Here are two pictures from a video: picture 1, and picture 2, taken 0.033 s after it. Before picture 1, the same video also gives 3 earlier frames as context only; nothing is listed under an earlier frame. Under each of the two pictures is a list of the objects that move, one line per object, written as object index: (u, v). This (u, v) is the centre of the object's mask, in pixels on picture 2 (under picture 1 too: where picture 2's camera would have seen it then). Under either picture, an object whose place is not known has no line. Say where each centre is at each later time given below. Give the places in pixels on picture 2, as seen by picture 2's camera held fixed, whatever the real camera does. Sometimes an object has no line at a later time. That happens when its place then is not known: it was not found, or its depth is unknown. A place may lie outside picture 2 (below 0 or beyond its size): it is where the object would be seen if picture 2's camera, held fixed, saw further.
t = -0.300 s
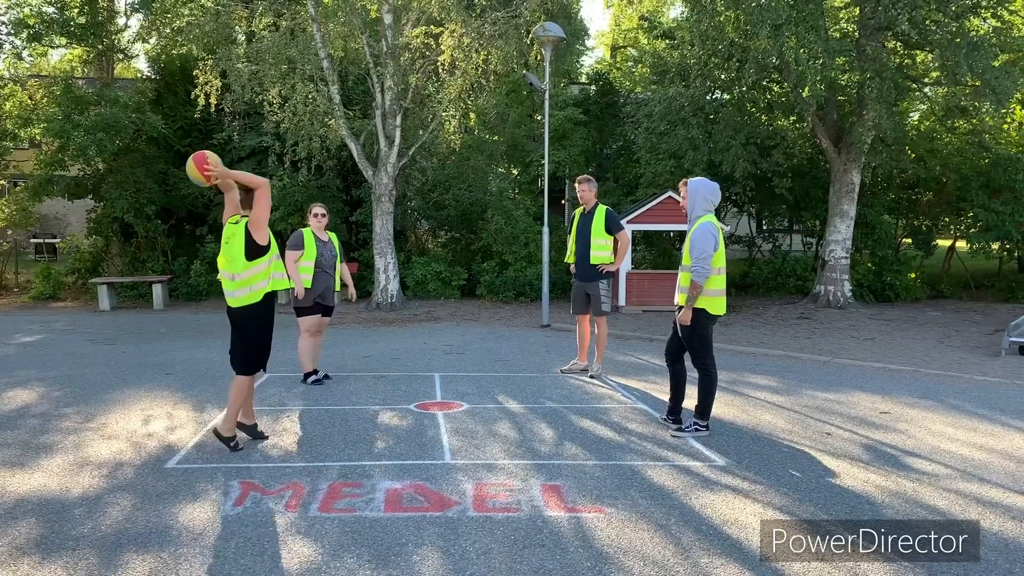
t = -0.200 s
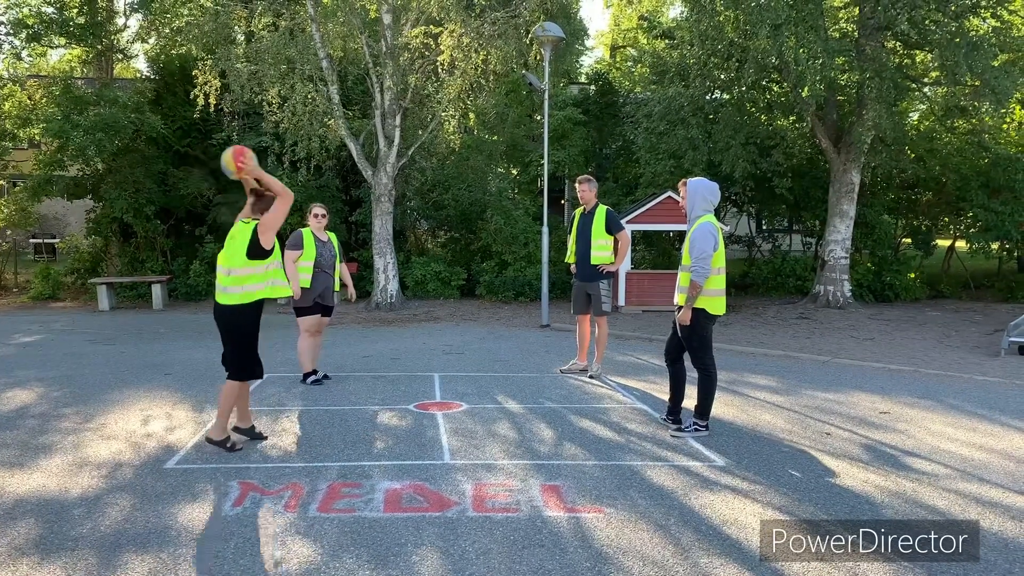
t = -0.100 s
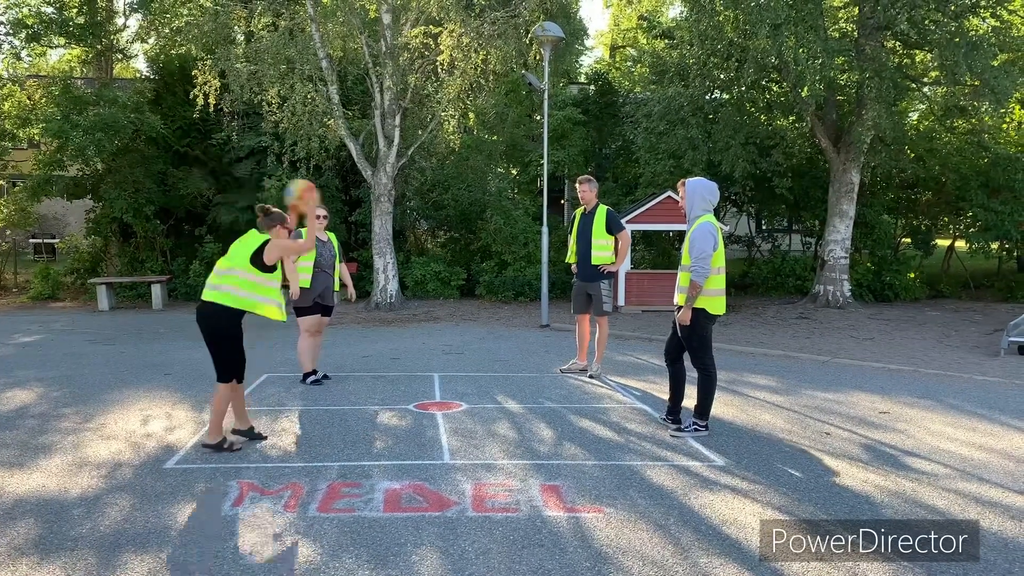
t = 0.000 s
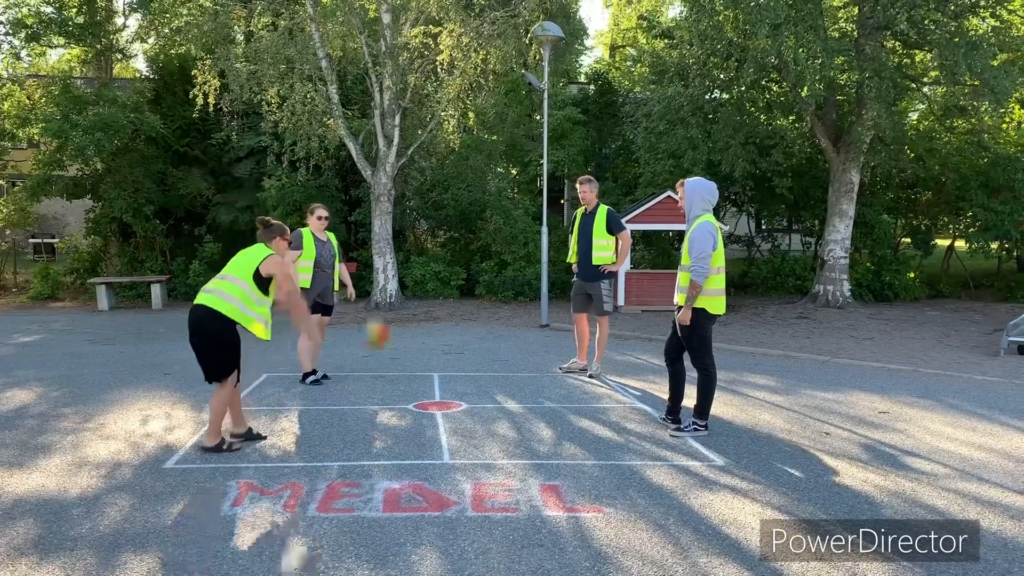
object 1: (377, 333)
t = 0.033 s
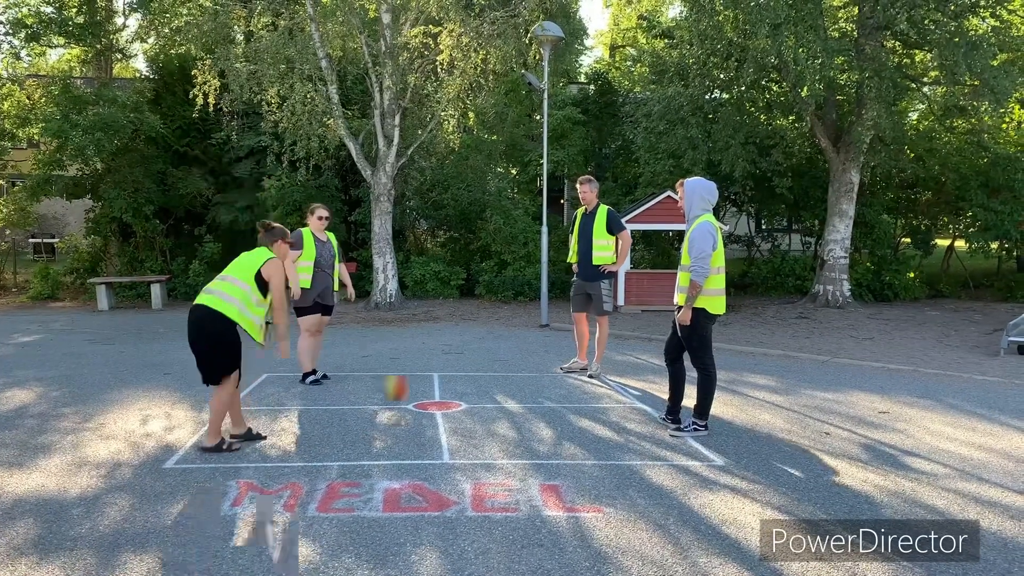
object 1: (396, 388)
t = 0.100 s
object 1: (412, 334)
